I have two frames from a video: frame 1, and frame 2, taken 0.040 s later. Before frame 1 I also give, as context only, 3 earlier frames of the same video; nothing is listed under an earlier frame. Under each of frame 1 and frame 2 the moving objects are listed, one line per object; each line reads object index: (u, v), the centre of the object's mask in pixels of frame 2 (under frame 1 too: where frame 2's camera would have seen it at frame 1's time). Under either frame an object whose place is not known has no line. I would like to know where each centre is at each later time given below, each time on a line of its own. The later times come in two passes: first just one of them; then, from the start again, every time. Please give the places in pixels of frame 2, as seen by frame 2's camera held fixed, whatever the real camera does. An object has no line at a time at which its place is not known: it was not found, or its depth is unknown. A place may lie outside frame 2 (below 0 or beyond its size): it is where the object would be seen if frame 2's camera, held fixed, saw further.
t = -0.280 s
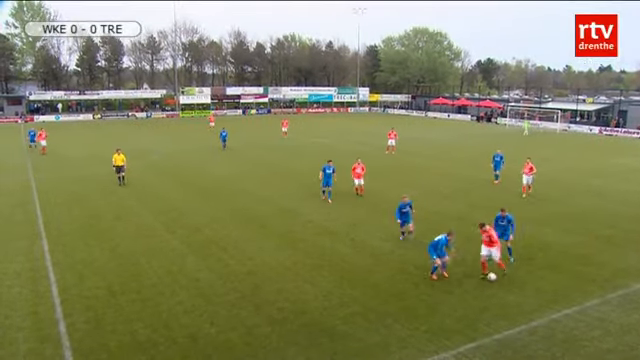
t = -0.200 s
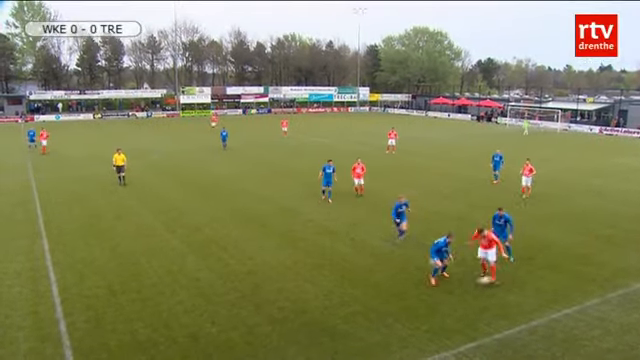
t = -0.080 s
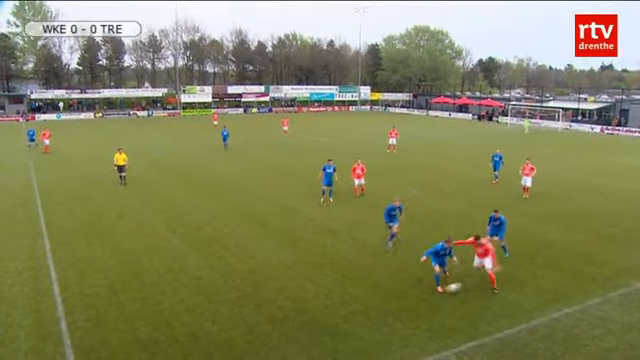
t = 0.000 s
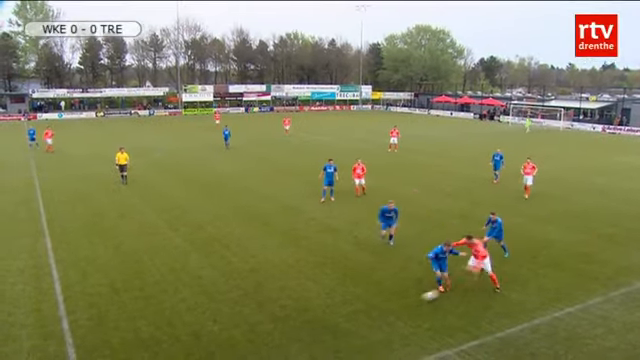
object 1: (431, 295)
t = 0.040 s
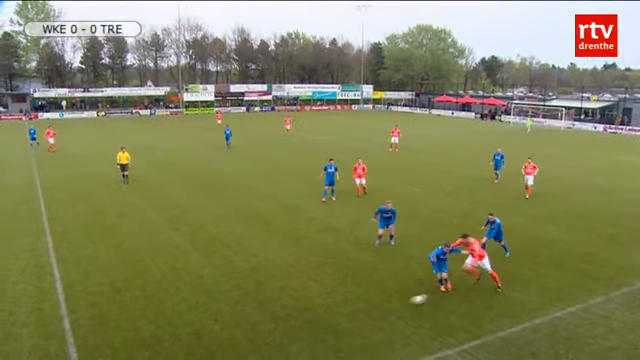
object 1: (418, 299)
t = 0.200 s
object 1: (372, 313)
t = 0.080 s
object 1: (407, 302)
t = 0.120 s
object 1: (396, 305)
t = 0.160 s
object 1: (384, 308)
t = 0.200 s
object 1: (372, 313)
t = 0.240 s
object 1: (360, 318)
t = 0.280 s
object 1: (349, 321)
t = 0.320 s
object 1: (338, 324)
